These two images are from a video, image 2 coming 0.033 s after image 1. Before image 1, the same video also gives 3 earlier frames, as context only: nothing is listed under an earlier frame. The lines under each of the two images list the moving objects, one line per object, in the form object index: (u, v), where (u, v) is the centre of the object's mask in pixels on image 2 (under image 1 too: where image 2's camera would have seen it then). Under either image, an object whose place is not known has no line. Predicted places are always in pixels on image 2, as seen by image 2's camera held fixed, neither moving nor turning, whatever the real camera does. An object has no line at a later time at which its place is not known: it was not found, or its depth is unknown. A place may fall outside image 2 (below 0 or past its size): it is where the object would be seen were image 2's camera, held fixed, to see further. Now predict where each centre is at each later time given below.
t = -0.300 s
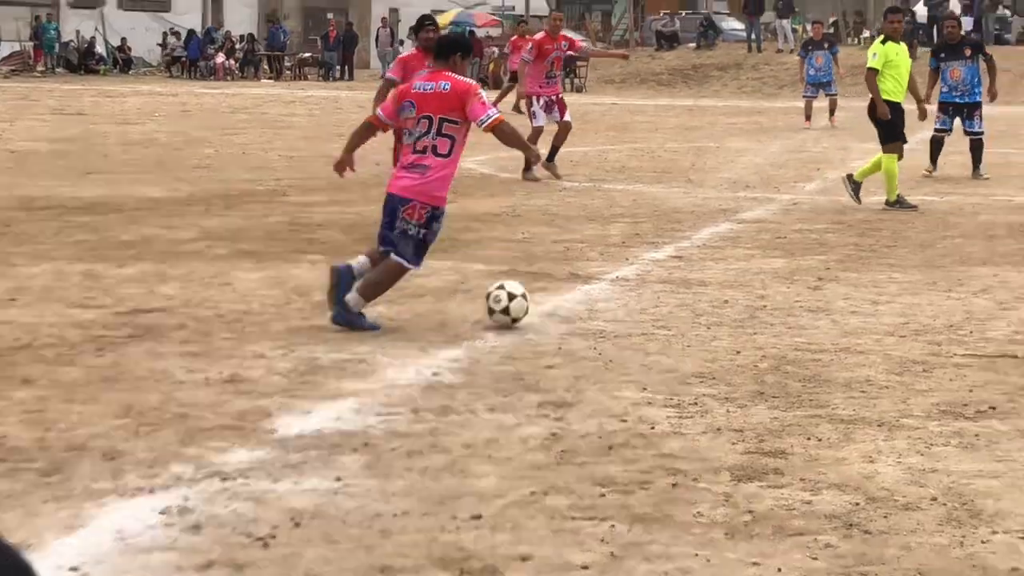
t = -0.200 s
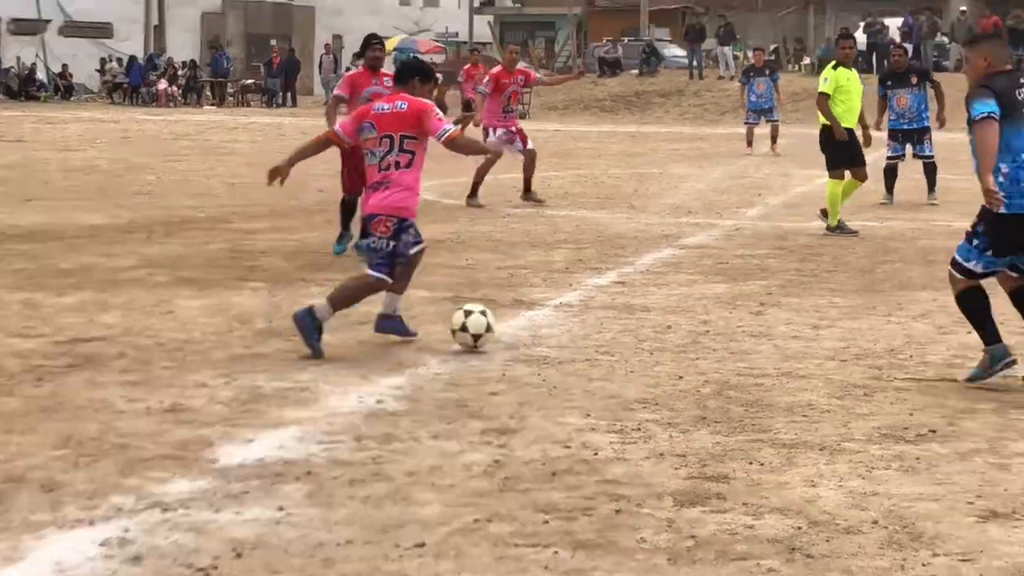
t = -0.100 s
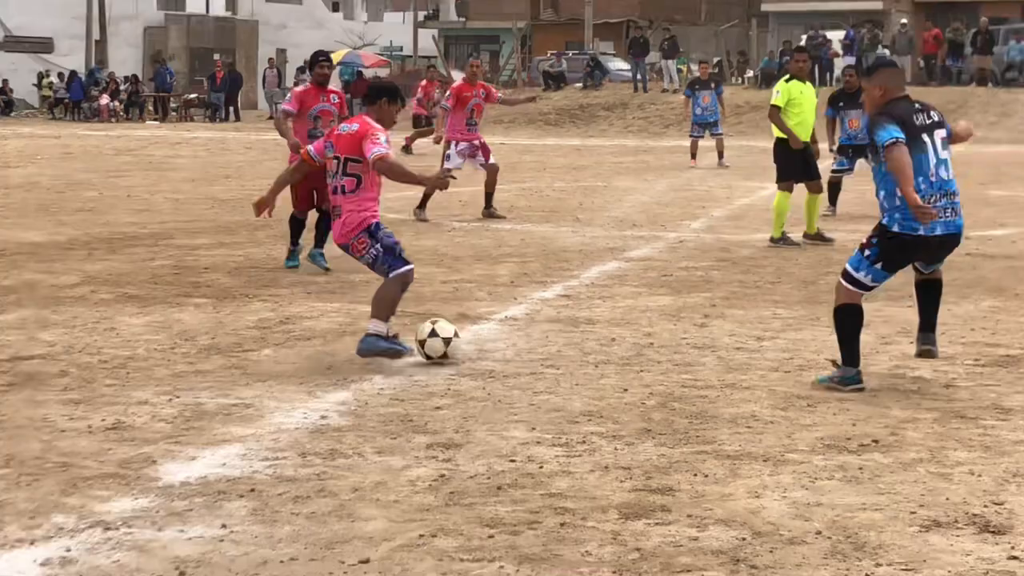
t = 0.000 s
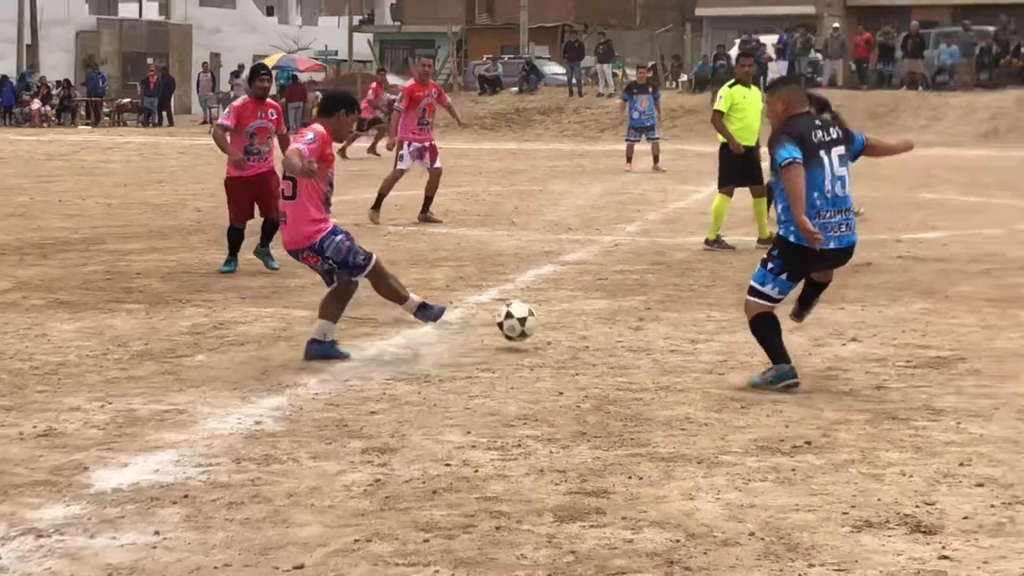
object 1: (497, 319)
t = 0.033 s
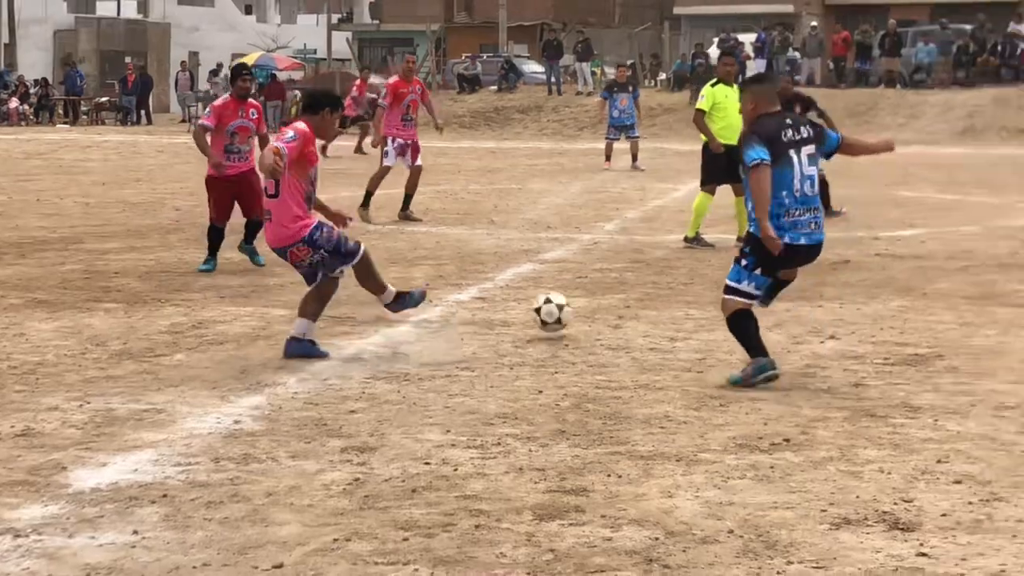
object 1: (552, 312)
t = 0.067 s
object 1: (602, 307)
